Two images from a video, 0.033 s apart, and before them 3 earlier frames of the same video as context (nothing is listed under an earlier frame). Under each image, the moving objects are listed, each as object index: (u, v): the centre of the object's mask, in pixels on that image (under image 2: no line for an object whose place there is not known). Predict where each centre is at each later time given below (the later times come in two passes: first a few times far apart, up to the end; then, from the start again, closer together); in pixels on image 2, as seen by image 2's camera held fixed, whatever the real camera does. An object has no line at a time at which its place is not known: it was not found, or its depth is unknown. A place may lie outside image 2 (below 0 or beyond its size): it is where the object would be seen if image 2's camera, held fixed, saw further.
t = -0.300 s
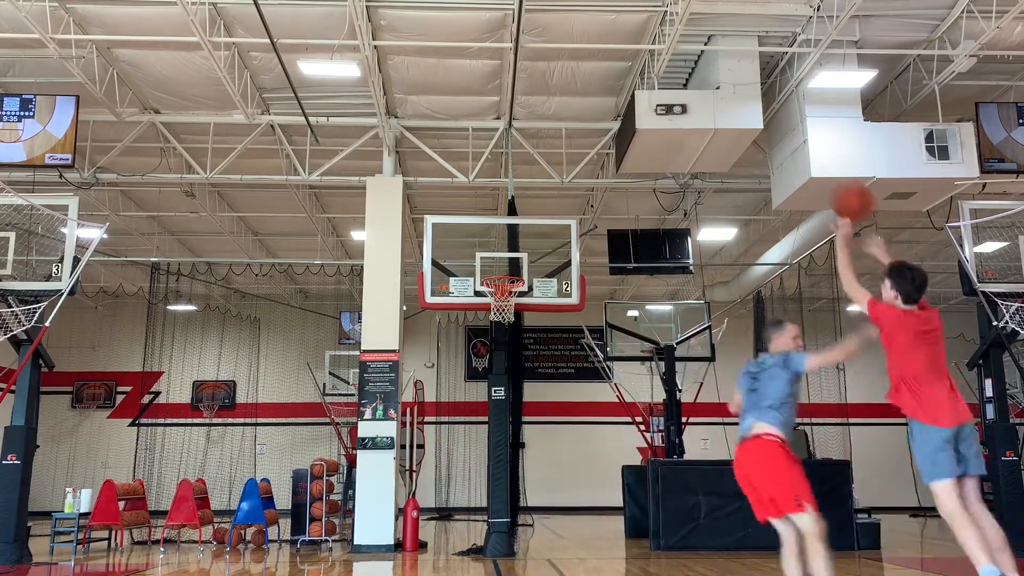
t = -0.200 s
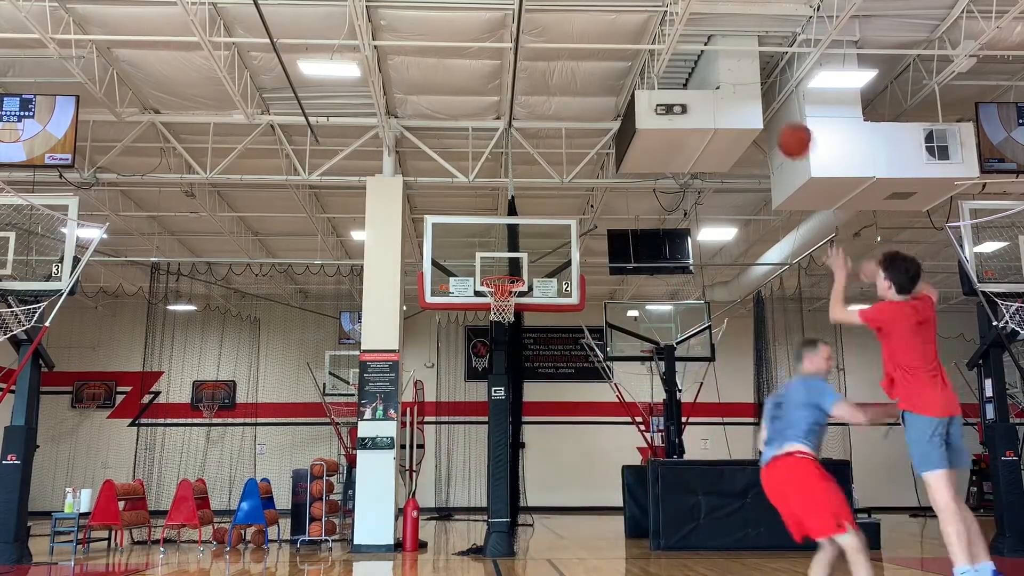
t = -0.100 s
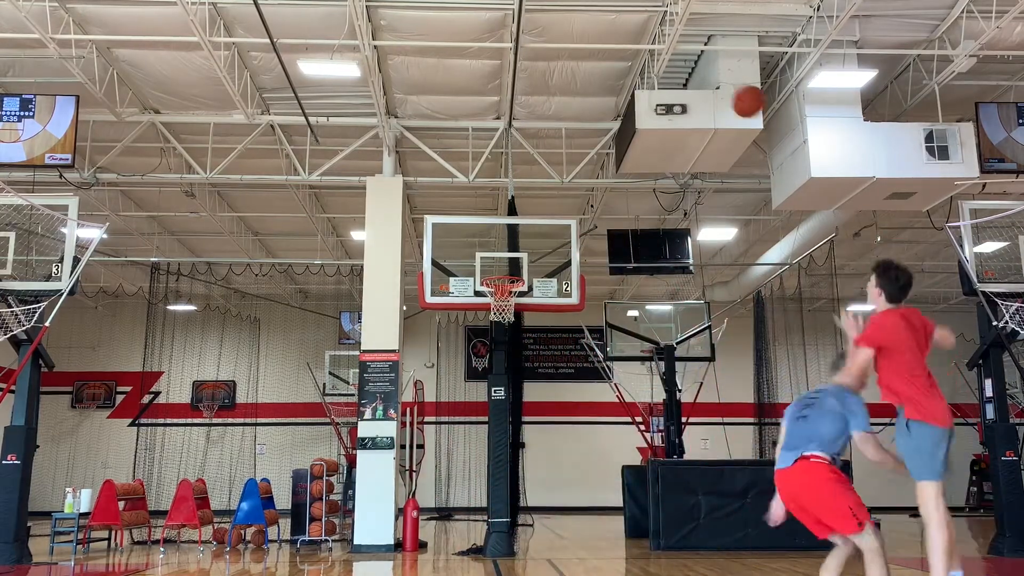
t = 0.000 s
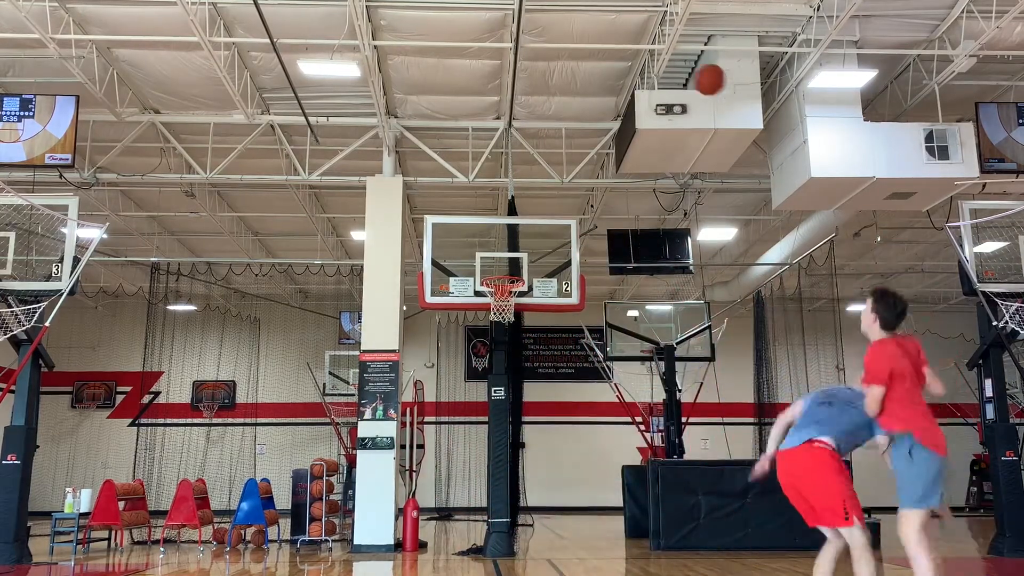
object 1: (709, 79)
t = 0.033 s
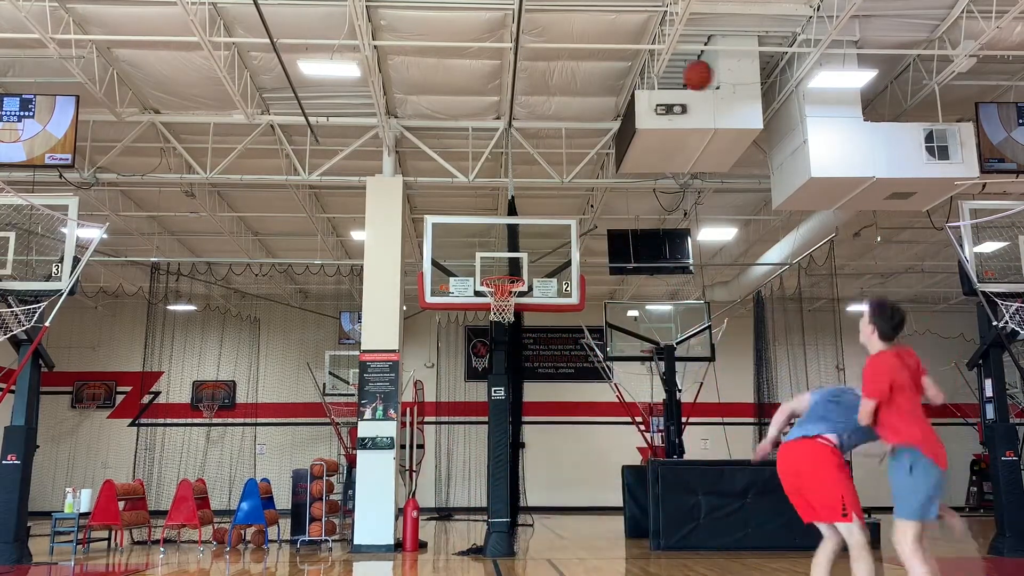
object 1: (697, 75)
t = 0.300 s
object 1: (619, 84)
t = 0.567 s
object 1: (561, 151)
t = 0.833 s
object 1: (513, 263)
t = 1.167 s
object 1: (479, 382)
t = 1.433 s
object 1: (452, 548)
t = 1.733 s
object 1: (452, 434)
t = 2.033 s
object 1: (454, 384)
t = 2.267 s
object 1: (453, 406)
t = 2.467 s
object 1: (453, 480)
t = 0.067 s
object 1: (687, 72)
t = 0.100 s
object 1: (677, 71)
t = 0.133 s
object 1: (666, 70)
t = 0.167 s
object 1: (655, 71)
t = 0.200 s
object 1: (646, 72)
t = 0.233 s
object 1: (636, 75)
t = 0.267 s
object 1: (627, 80)
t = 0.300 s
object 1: (619, 84)
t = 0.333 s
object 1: (611, 89)
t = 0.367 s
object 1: (603, 96)
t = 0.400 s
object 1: (595, 103)
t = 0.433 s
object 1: (588, 112)
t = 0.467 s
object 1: (580, 121)
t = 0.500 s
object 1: (574, 131)
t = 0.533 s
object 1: (567, 141)
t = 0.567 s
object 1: (561, 151)
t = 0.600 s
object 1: (554, 163)
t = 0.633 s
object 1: (548, 175)
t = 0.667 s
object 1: (542, 189)
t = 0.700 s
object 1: (536, 202)
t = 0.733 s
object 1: (530, 216)
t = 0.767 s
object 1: (523, 231)
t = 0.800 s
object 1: (518, 246)
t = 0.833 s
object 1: (513, 263)
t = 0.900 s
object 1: (504, 290)
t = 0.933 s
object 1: (498, 305)
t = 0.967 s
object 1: (498, 314)
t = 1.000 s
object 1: (493, 320)
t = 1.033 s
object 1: (491, 330)
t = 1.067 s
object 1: (488, 343)
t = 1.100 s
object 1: (485, 354)
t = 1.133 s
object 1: (482, 368)
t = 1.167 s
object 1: (479, 382)
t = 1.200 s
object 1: (476, 400)
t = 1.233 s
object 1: (472, 415)
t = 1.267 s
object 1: (470, 434)
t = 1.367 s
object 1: (459, 498)
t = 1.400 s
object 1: (456, 522)
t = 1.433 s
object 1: (452, 548)
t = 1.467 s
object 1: (451, 549)
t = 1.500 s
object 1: (451, 531)
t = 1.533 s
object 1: (451, 515)
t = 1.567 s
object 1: (452, 499)
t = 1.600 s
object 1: (452, 484)
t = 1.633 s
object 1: (452, 470)
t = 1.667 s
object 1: (452, 457)
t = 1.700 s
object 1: (452, 445)
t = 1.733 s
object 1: (452, 434)
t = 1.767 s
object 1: (453, 424)
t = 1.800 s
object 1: (452, 415)
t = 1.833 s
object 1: (452, 408)
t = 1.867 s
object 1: (453, 402)
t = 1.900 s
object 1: (453, 399)
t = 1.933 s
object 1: (453, 391)
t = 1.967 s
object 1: (453, 388)
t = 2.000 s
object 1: (454, 386)
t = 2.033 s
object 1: (454, 384)
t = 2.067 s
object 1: (454, 384)
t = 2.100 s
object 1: (454, 384)
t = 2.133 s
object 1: (454, 387)
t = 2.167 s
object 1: (454, 389)
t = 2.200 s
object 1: (454, 395)
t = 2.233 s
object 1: (454, 400)
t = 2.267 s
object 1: (453, 406)
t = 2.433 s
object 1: (453, 464)
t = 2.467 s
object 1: (453, 480)
